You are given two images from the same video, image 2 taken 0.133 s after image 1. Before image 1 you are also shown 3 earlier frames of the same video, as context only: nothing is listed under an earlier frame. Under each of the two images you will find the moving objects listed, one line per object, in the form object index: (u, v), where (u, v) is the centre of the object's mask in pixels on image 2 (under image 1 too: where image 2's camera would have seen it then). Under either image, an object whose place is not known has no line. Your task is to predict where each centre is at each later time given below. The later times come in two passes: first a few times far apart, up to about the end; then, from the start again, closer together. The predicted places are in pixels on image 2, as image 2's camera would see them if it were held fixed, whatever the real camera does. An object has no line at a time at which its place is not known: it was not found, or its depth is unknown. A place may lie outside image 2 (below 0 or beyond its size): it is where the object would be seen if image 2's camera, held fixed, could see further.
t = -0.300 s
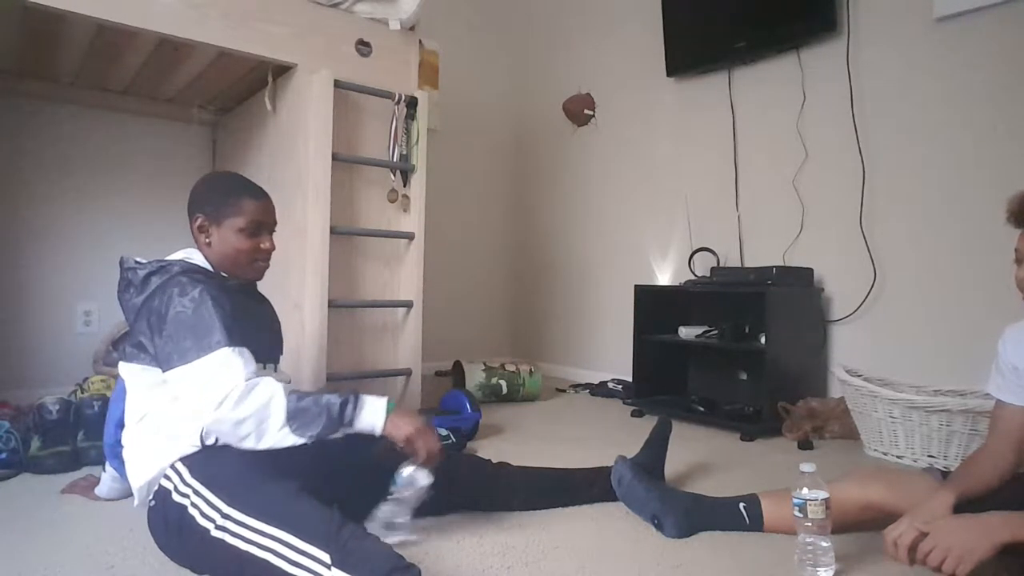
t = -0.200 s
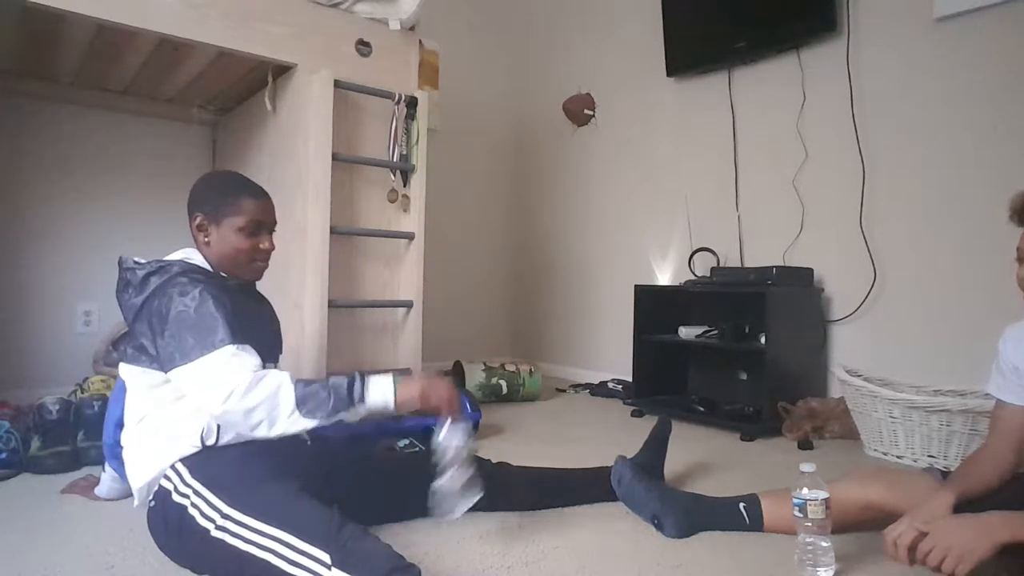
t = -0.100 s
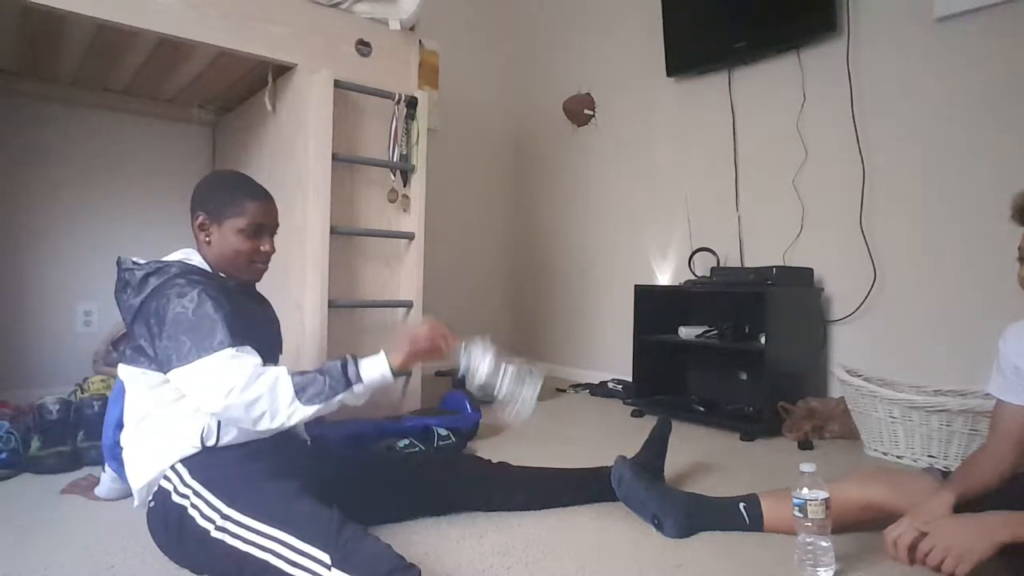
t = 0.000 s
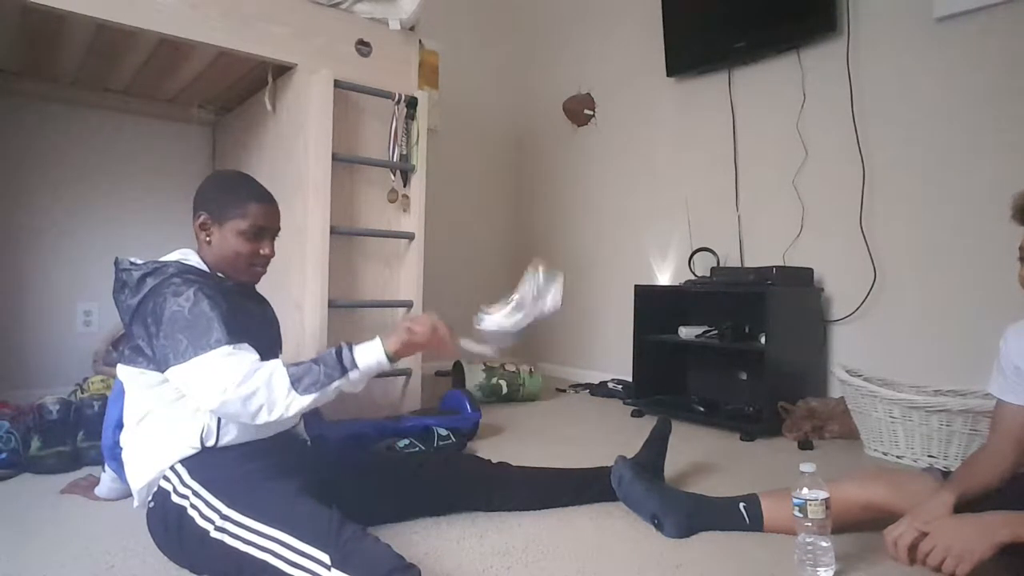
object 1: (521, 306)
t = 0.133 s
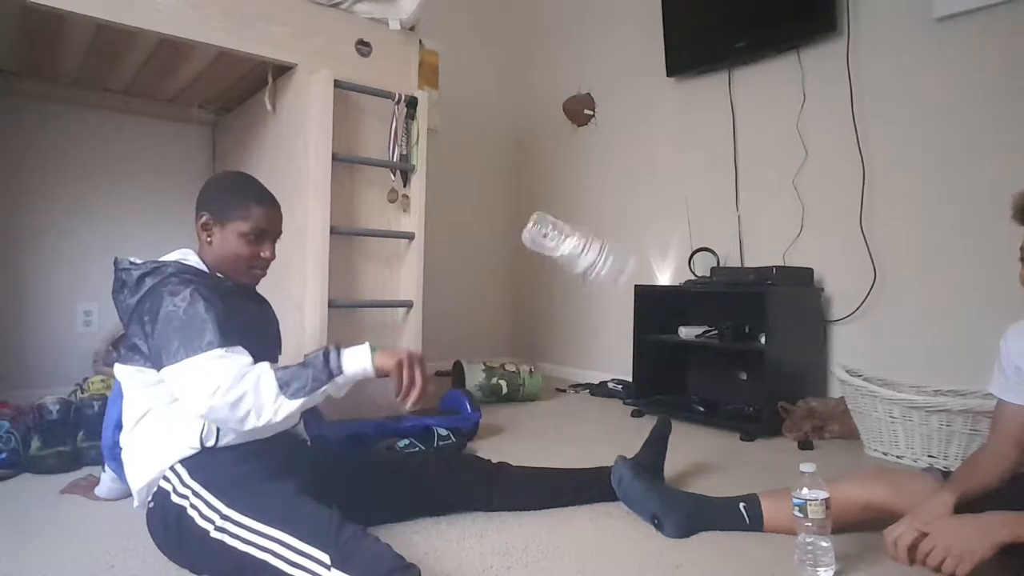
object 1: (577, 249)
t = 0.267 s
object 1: (577, 272)
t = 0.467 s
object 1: (586, 523)
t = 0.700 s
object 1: (585, 526)
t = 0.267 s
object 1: (577, 272)
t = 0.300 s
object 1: (578, 299)
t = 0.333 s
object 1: (578, 332)
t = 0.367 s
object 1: (581, 373)
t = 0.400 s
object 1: (584, 423)
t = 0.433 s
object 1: (585, 474)
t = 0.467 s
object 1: (586, 523)
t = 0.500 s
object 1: (584, 525)
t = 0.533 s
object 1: (584, 525)
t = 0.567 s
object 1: (583, 525)
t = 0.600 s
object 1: (583, 525)
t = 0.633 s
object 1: (583, 525)
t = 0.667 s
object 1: (584, 526)
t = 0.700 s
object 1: (585, 526)
